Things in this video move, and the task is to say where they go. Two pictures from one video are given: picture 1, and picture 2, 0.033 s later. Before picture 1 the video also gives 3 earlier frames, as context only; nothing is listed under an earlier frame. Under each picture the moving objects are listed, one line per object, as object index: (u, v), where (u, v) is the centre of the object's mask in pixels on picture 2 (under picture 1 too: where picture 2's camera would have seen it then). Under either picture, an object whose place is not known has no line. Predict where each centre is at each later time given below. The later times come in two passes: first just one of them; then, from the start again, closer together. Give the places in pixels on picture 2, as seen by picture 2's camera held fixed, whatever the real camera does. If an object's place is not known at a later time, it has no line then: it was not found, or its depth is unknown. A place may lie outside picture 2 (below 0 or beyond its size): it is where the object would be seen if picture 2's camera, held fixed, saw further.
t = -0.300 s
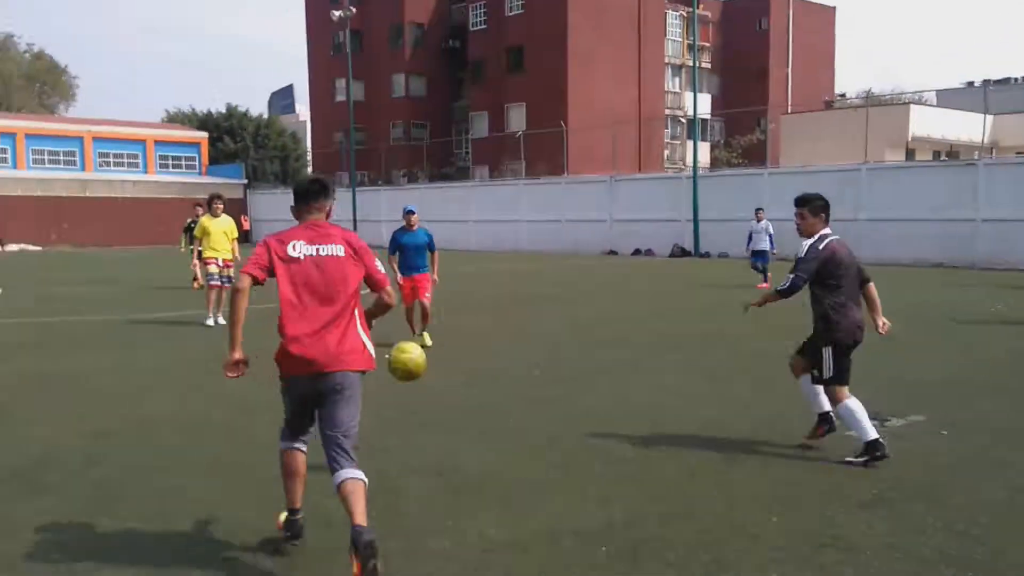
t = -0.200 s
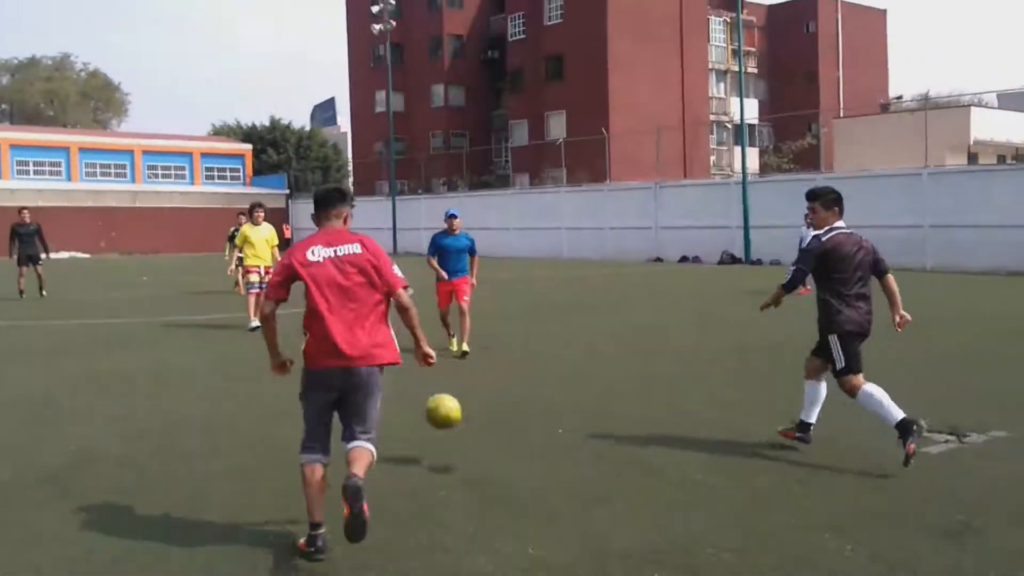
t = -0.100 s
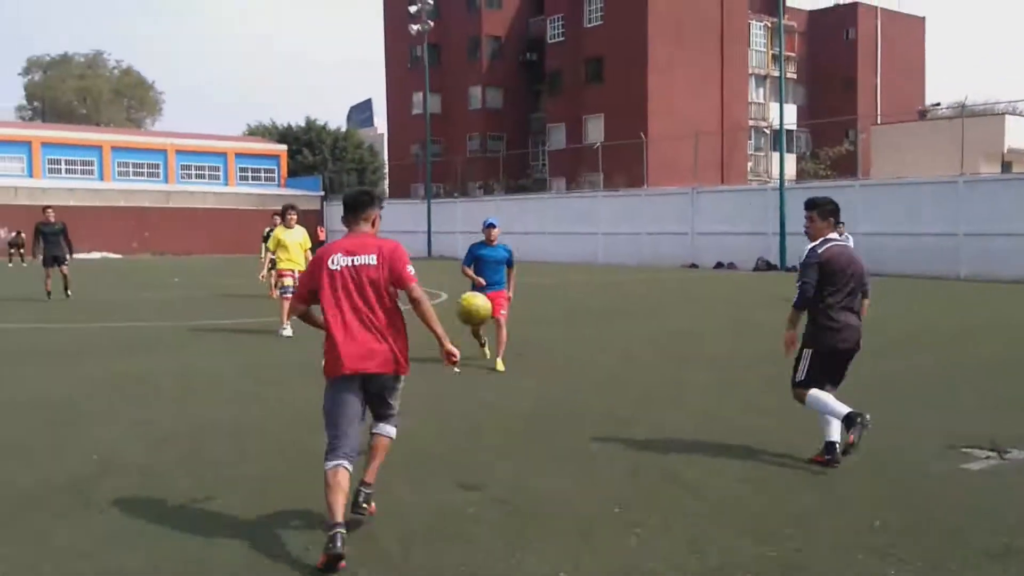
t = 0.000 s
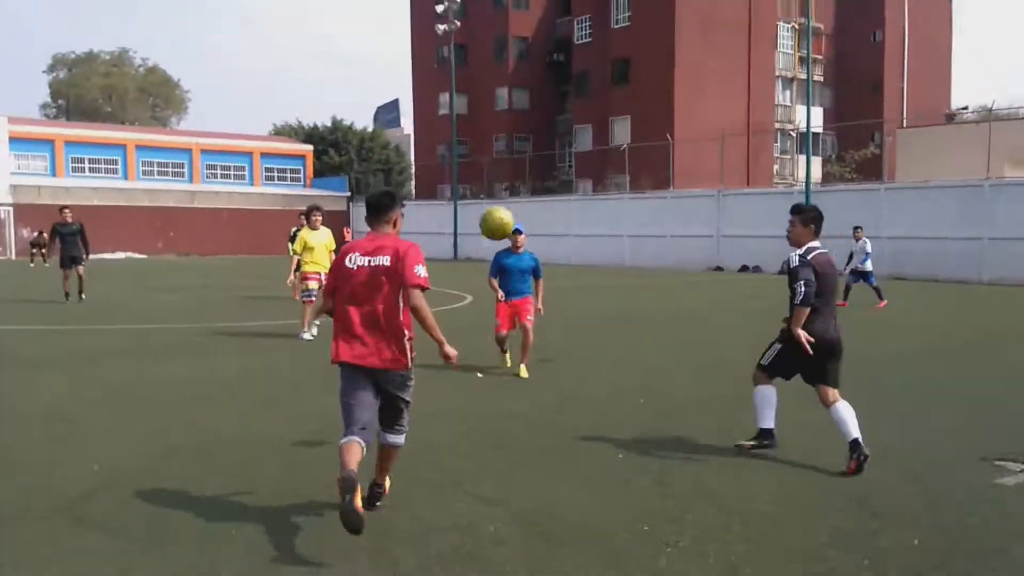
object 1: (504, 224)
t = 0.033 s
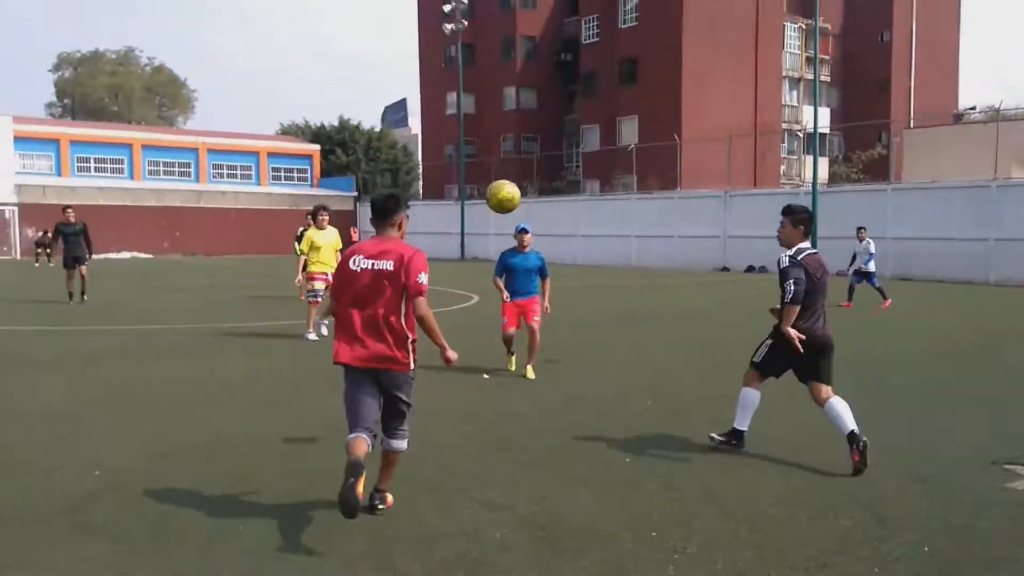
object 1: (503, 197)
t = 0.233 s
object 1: (493, 80)
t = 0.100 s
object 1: (500, 147)
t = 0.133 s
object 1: (499, 127)
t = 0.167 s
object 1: (497, 109)
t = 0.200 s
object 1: (496, 93)
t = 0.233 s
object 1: (493, 80)
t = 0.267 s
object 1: (492, 69)
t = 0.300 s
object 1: (490, 60)
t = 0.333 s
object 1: (489, 52)
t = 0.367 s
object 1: (487, 46)
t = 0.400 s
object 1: (486, 40)
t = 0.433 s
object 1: (486, 37)
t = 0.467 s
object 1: (485, 35)
